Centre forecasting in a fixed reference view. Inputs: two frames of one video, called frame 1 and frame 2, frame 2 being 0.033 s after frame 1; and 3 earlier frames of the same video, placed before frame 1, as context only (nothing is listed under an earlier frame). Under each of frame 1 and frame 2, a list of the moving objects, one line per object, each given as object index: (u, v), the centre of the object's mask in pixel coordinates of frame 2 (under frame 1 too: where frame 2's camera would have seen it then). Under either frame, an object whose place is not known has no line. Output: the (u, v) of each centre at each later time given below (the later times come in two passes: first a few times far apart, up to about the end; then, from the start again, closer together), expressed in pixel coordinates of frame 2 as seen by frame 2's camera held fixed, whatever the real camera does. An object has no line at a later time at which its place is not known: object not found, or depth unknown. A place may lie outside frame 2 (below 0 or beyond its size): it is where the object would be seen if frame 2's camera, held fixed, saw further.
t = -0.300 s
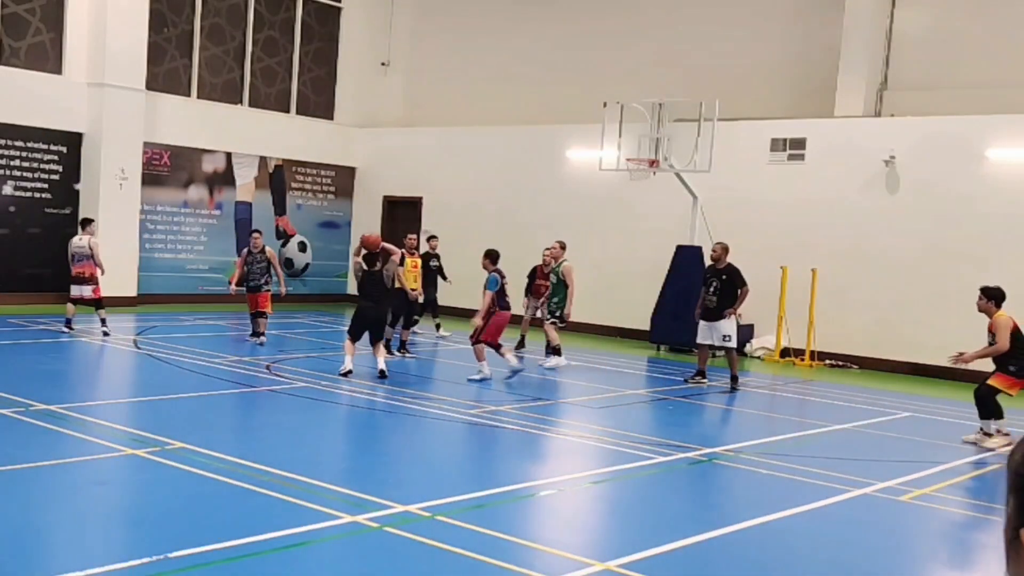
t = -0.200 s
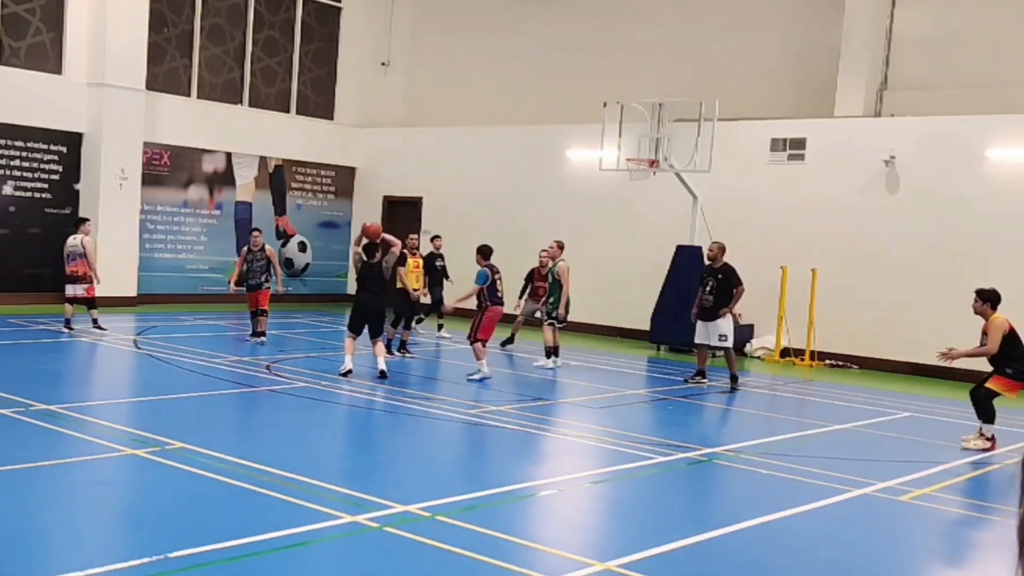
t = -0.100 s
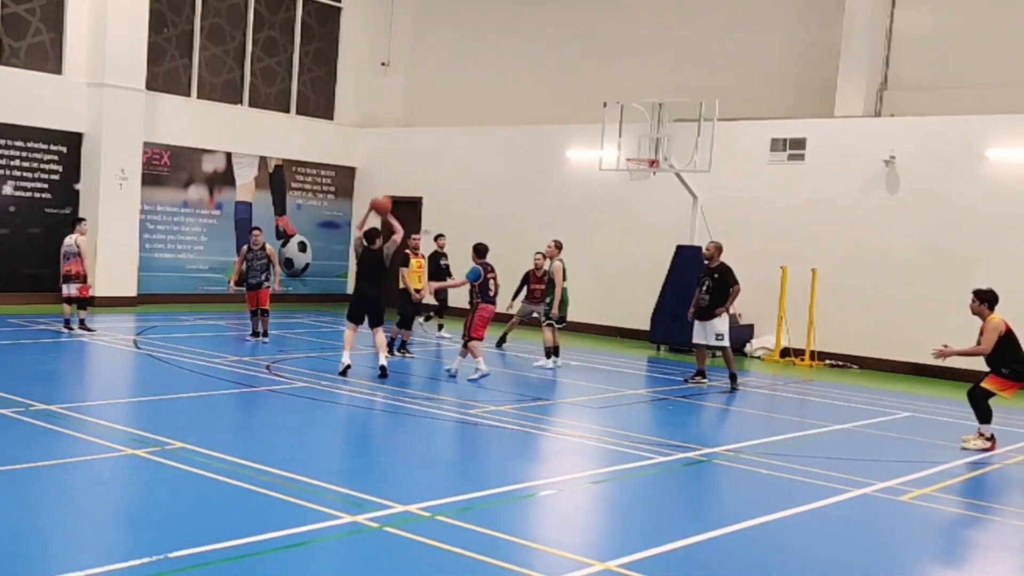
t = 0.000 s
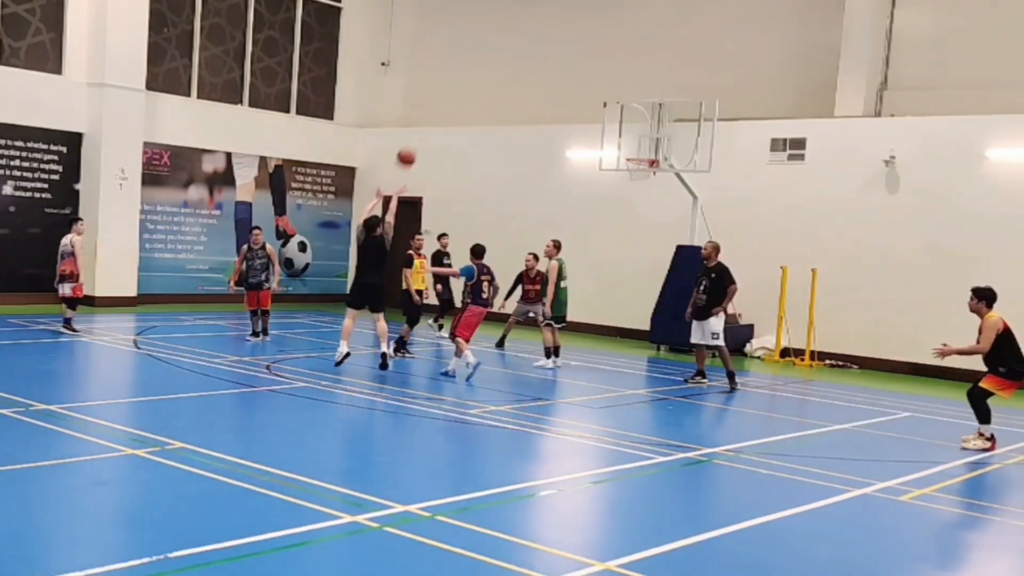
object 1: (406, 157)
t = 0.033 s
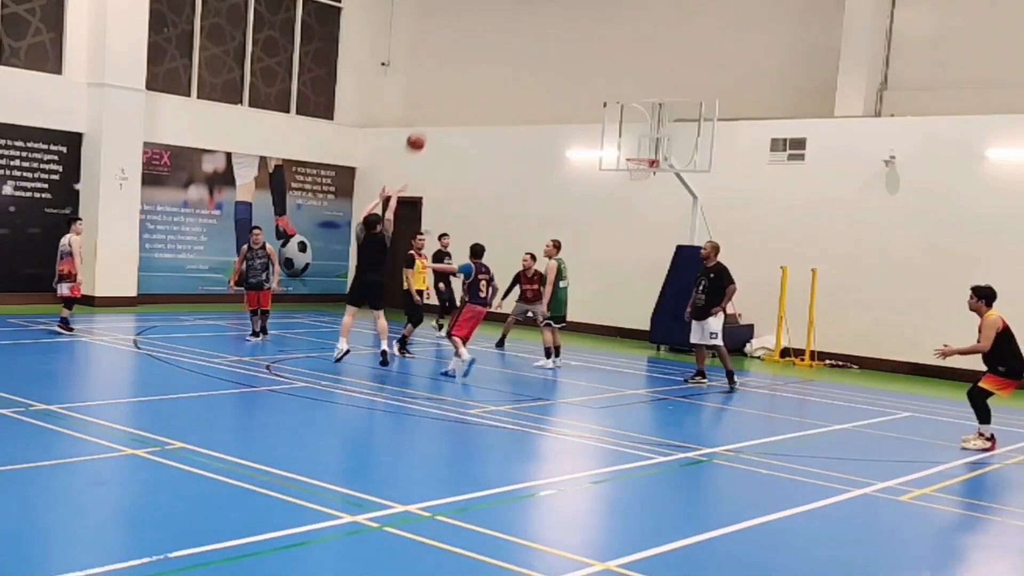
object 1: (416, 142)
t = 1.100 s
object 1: (631, 127)
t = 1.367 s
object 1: (646, 169)
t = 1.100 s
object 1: (631, 127)
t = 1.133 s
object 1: (635, 138)
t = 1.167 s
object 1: (639, 150)
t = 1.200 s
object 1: (642, 160)
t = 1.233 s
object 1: (644, 167)
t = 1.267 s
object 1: (646, 171)
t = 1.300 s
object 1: (645, 169)
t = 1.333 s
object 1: (645, 168)
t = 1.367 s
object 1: (646, 169)
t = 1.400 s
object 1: (646, 171)
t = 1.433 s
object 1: (645, 173)
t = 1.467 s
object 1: (644, 176)
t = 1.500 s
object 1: (645, 178)
